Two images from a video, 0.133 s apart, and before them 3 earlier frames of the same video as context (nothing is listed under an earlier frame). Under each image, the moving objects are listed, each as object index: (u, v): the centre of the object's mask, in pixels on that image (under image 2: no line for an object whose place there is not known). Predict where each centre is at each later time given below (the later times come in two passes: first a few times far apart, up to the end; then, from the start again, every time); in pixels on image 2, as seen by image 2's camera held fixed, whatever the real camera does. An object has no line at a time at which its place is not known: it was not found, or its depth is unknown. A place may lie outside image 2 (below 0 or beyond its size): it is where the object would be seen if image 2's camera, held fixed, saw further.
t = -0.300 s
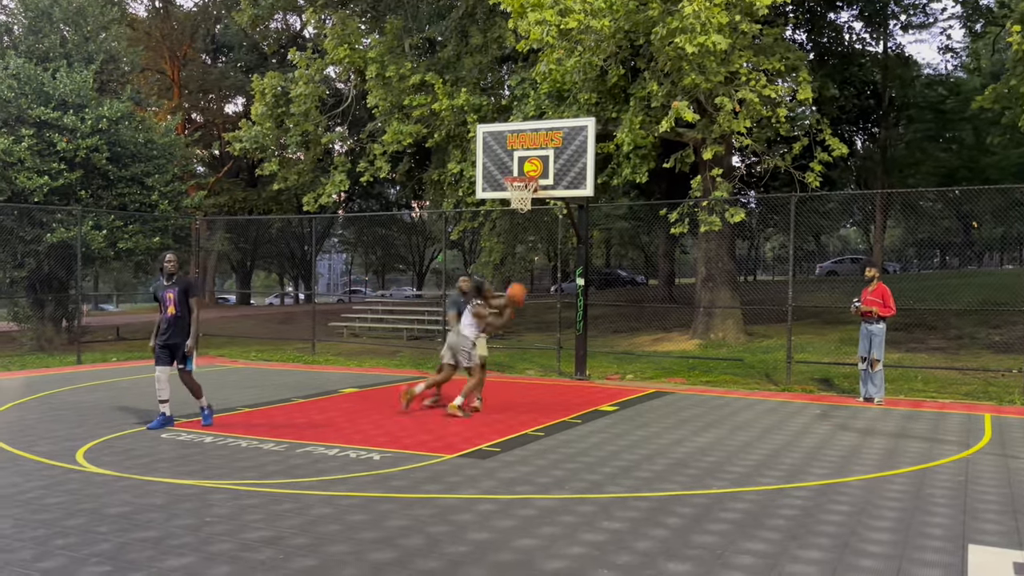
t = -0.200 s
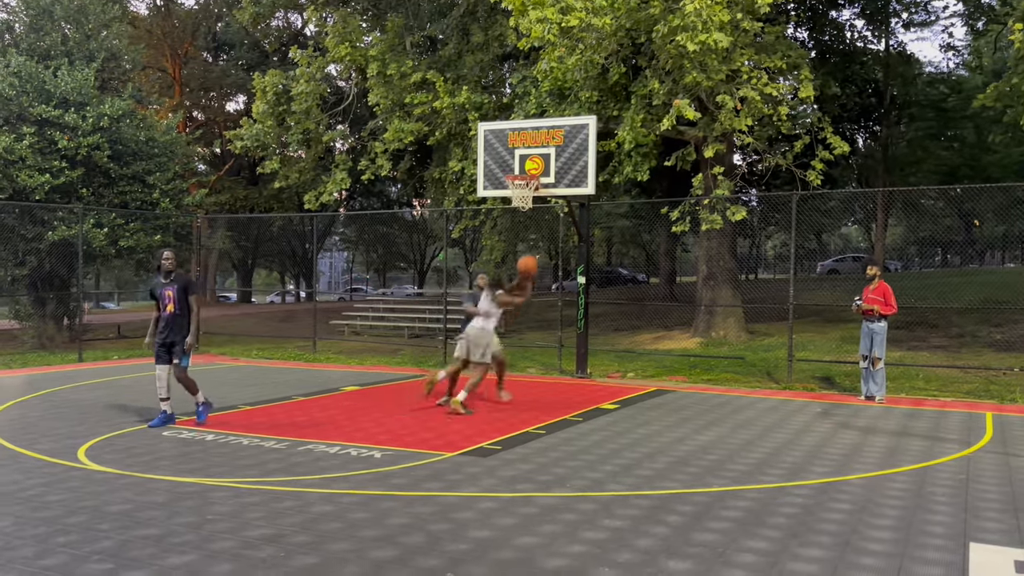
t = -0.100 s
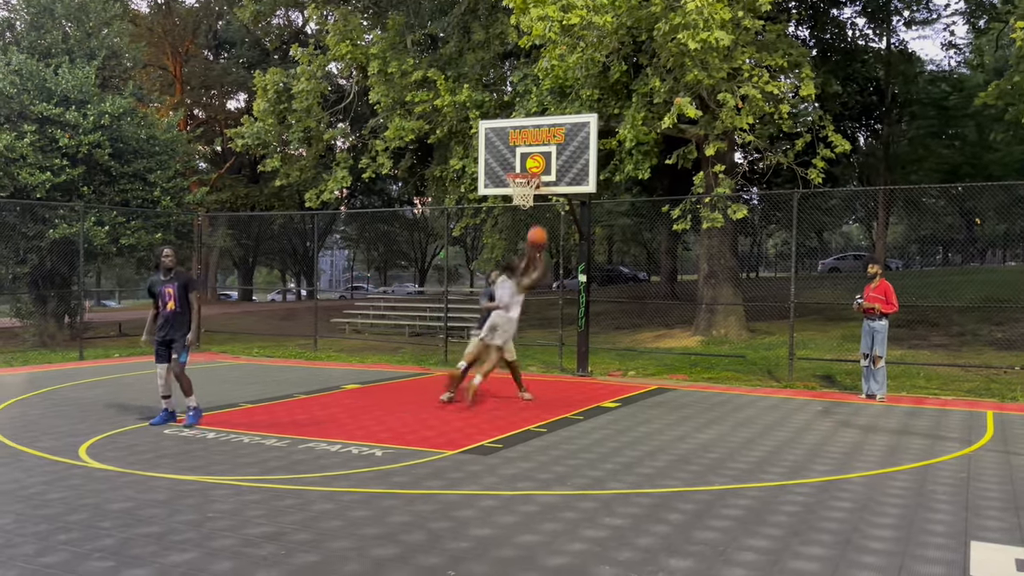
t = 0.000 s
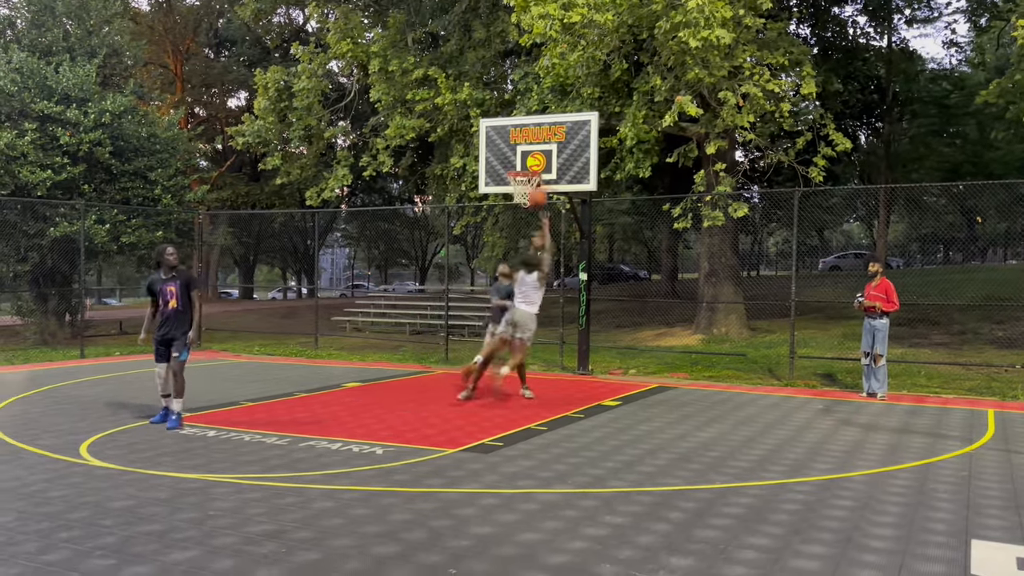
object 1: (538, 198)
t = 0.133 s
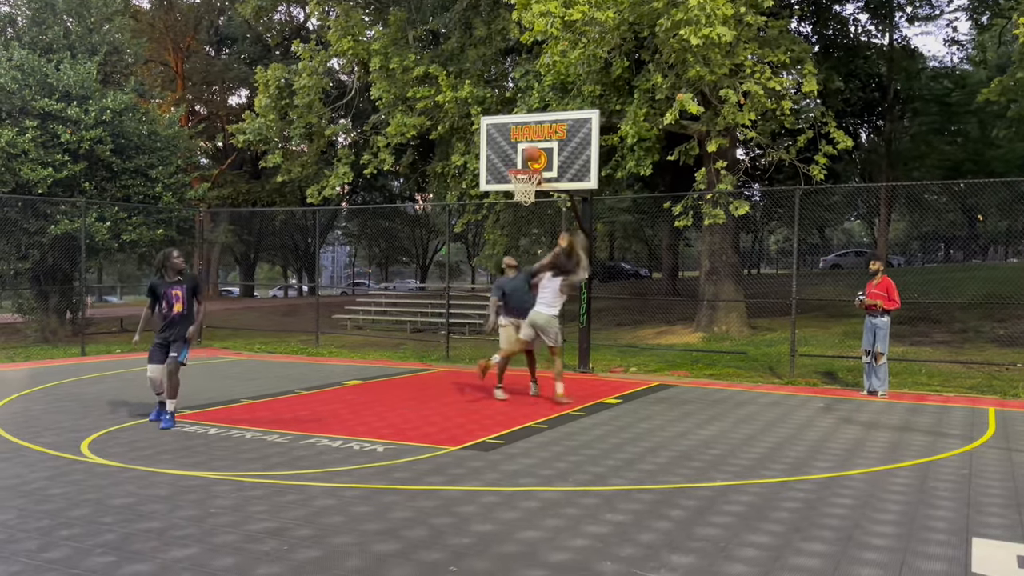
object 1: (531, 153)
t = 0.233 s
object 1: (528, 134)
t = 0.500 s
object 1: (516, 119)
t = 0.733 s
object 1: (507, 149)
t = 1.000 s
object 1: (483, 204)
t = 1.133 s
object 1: (470, 251)
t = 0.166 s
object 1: (531, 144)
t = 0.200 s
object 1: (529, 140)
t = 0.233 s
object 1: (528, 134)
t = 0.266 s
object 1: (526, 128)
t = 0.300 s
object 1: (525, 125)
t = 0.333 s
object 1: (523, 121)
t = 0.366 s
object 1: (521, 119)
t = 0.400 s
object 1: (520, 119)
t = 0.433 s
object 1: (519, 118)
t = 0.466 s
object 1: (517, 119)
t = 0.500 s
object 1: (516, 119)
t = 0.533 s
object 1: (515, 122)
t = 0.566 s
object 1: (513, 124)
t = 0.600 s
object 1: (512, 127)
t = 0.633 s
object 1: (510, 132)
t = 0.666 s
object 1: (509, 135)
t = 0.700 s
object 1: (507, 143)
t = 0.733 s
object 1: (507, 149)
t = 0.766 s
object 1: (505, 154)
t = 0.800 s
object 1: (502, 159)
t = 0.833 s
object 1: (499, 165)
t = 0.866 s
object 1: (496, 171)
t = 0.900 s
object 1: (493, 178)
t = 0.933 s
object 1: (489, 187)
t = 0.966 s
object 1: (487, 195)
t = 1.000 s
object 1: (483, 204)
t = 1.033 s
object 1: (480, 215)
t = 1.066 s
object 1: (476, 226)
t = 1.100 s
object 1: (473, 238)
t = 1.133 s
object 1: (470, 251)
